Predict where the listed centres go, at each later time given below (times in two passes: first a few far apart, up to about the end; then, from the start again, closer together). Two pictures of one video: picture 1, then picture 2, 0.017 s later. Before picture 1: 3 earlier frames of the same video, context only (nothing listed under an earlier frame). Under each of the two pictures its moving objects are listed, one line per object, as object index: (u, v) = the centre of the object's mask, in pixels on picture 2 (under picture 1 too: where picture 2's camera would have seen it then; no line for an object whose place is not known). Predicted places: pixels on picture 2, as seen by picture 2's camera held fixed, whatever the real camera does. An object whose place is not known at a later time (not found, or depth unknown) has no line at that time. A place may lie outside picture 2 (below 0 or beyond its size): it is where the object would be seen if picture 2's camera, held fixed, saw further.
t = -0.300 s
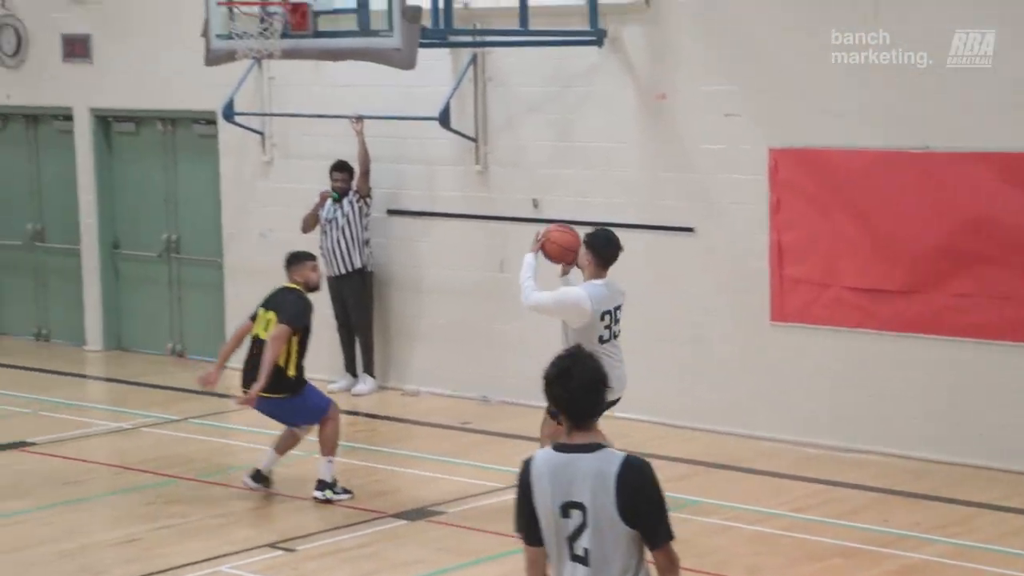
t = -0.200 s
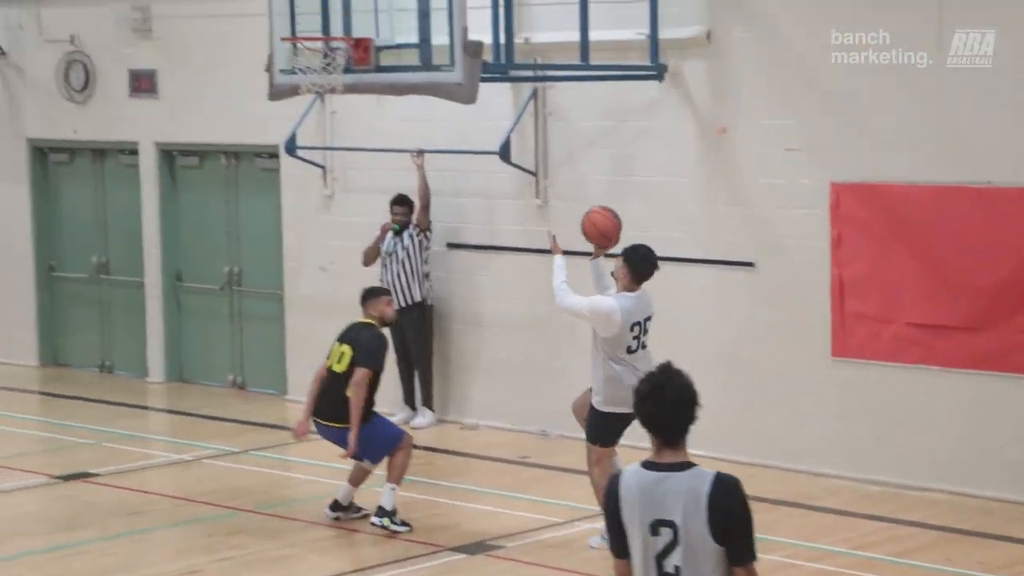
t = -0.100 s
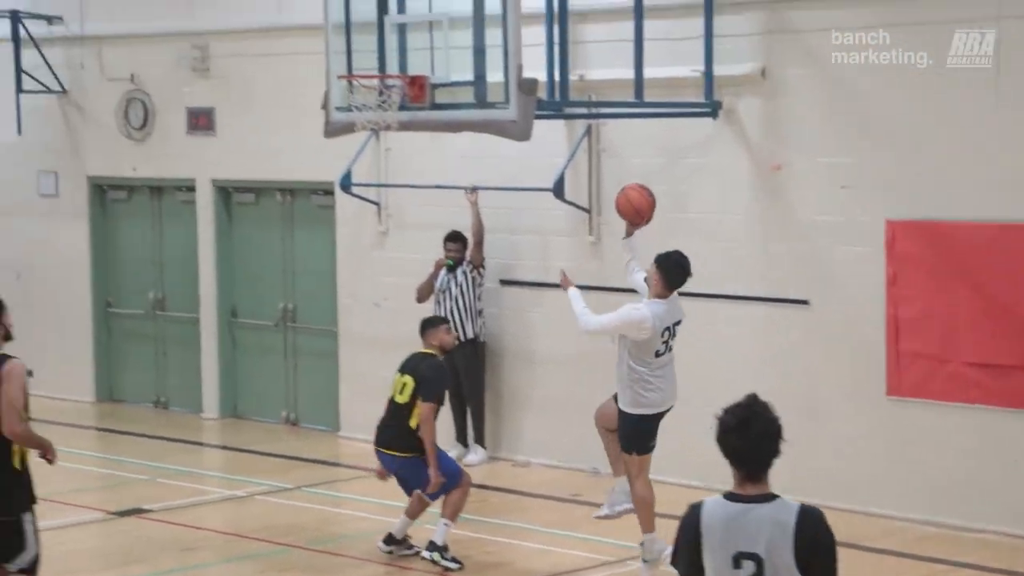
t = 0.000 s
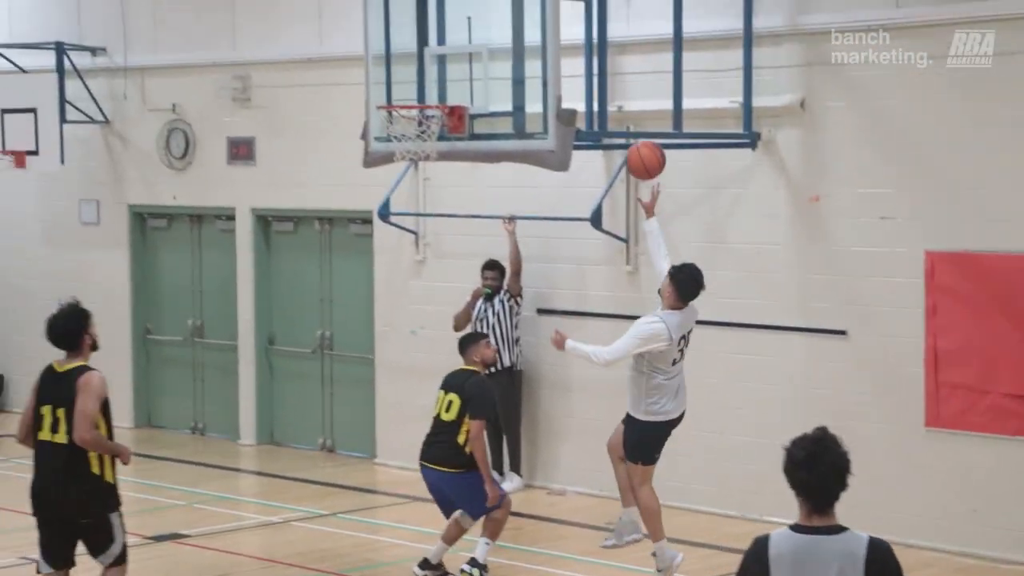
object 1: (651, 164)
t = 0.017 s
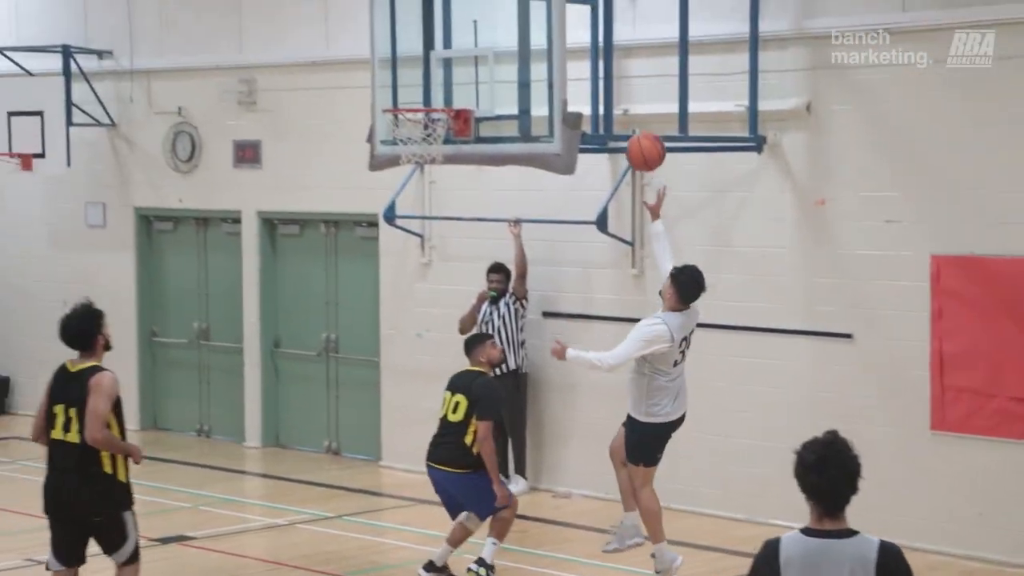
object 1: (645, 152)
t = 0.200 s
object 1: (585, 57)
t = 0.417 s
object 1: (517, 19)
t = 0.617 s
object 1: (460, 50)
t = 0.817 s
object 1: (411, 126)
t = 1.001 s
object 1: (405, 199)
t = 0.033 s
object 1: (640, 141)
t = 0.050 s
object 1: (634, 130)
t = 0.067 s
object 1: (629, 120)
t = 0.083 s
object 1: (623, 110)
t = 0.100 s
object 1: (617, 101)
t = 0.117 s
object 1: (612, 92)
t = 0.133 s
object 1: (606, 84)
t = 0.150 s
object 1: (600, 76)
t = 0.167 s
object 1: (595, 69)
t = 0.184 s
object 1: (589, 63)
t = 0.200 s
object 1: (585, 57)
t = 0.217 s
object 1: (579, 51)
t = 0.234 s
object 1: (573, 46)
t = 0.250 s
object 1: (567, 41)
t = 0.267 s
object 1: (562, 36)
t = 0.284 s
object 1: (557, 33)
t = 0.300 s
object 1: (551, 29)
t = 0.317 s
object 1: (546, 26)
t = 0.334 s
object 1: (541, 24)
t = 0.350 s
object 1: (536, 22)
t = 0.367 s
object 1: (531, 20)
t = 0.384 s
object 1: (527, 19)
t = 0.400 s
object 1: (522, 19)
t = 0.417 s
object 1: (517, 19)
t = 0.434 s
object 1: (512, 19)
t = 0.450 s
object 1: (507, 20)
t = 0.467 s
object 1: (502, 21)
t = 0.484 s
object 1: (498, 23)
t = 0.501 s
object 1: (493, 24)
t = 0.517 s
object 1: (488, 27)
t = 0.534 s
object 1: (483, 30)
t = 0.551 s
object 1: (479, 33)
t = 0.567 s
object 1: (474, 36)
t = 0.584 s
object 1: (469, 40)
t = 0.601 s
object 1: (464, 45)
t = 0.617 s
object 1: (460, 50)
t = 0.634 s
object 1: (455, 55)
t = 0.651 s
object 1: (450, 60)
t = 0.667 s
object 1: (445, 66)
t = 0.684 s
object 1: (441, 73)
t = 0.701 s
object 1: (437, 80)
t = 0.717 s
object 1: (432, 87)
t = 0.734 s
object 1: (427, 93)
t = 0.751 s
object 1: (422, 100)
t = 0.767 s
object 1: (420, 110)
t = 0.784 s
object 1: (415, 117)
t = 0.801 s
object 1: (413, 121)
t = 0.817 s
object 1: (411, 126)
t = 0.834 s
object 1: (411, 132)
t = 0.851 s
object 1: (407, 141)
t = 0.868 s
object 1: (410, 145)
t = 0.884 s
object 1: (409, 151)
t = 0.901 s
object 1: (409, 161)
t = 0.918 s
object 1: (407, 162)
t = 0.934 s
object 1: (406, 169)
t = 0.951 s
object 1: (405, 175)
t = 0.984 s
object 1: (406, 191)
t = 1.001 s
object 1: (405, 199)
